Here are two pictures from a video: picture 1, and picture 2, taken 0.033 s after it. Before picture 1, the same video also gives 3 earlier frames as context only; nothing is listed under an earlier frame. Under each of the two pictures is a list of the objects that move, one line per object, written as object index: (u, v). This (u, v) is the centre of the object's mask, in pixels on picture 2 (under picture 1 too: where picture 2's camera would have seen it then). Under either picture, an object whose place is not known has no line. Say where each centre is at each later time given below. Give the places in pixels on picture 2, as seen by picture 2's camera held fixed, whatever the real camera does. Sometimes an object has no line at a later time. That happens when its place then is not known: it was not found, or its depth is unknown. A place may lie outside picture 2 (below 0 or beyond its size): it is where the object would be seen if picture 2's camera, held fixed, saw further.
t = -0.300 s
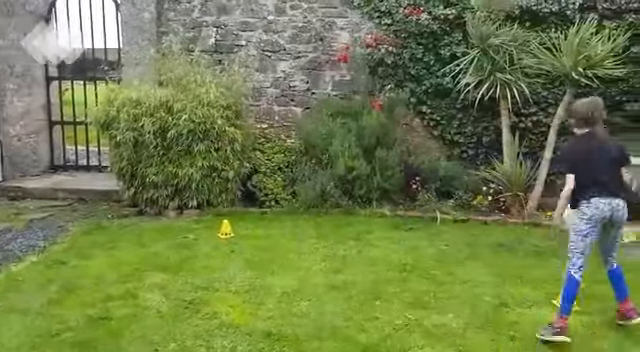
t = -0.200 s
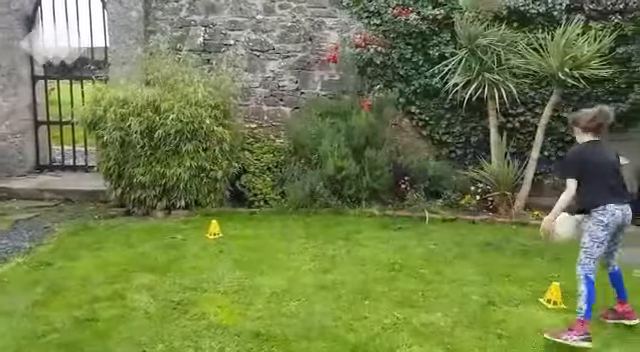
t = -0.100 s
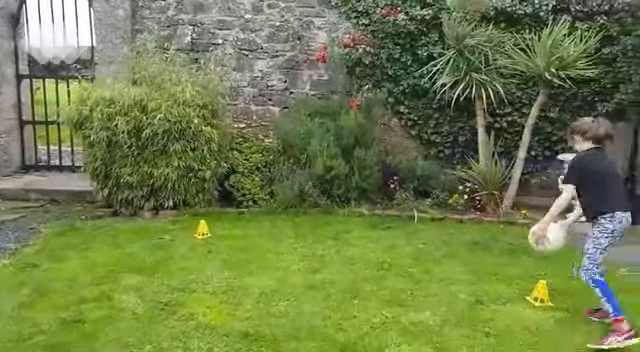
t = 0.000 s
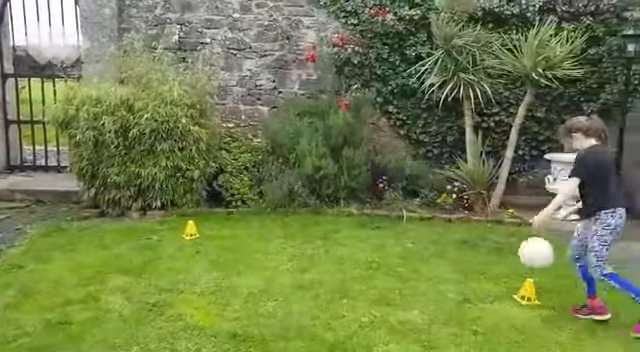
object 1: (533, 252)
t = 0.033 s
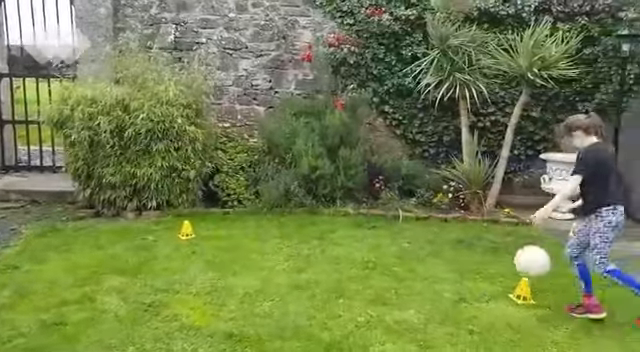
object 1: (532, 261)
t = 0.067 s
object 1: (532, 271)
